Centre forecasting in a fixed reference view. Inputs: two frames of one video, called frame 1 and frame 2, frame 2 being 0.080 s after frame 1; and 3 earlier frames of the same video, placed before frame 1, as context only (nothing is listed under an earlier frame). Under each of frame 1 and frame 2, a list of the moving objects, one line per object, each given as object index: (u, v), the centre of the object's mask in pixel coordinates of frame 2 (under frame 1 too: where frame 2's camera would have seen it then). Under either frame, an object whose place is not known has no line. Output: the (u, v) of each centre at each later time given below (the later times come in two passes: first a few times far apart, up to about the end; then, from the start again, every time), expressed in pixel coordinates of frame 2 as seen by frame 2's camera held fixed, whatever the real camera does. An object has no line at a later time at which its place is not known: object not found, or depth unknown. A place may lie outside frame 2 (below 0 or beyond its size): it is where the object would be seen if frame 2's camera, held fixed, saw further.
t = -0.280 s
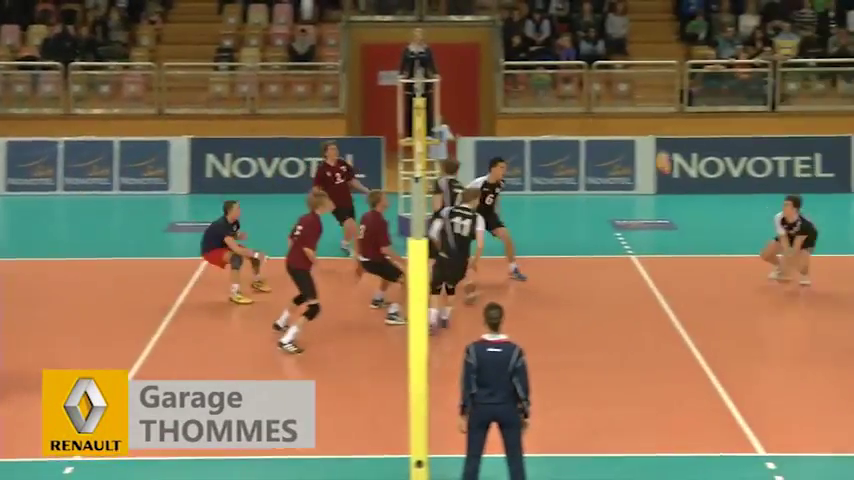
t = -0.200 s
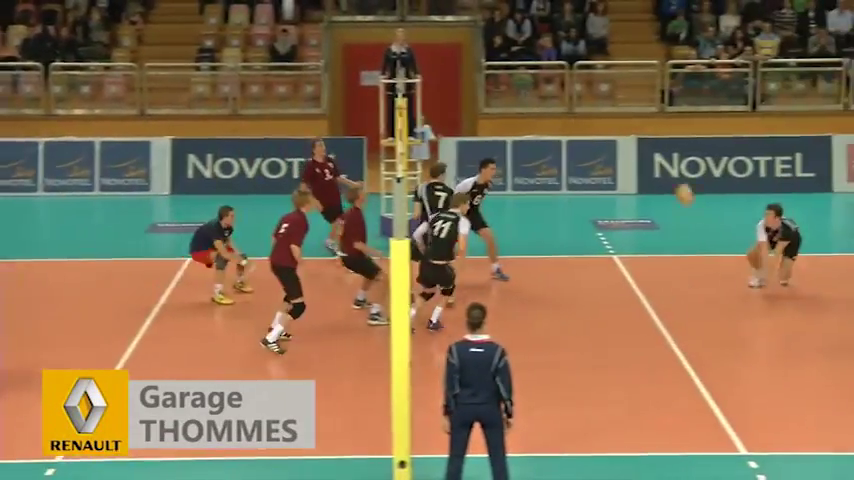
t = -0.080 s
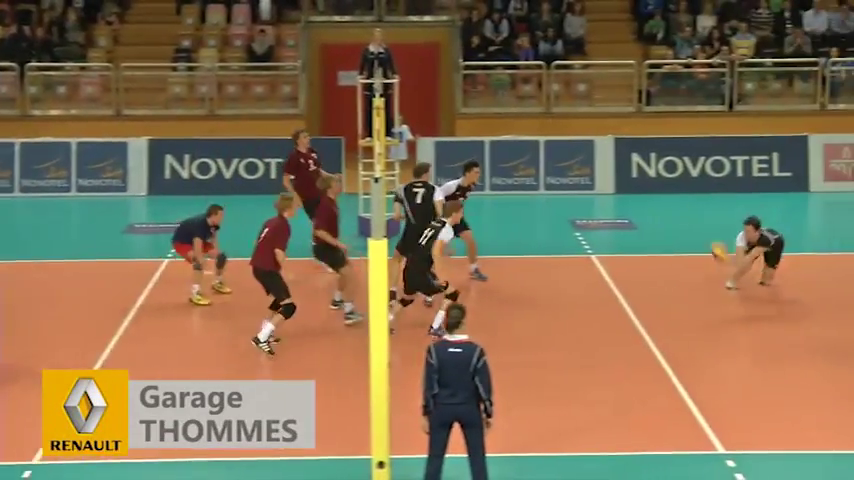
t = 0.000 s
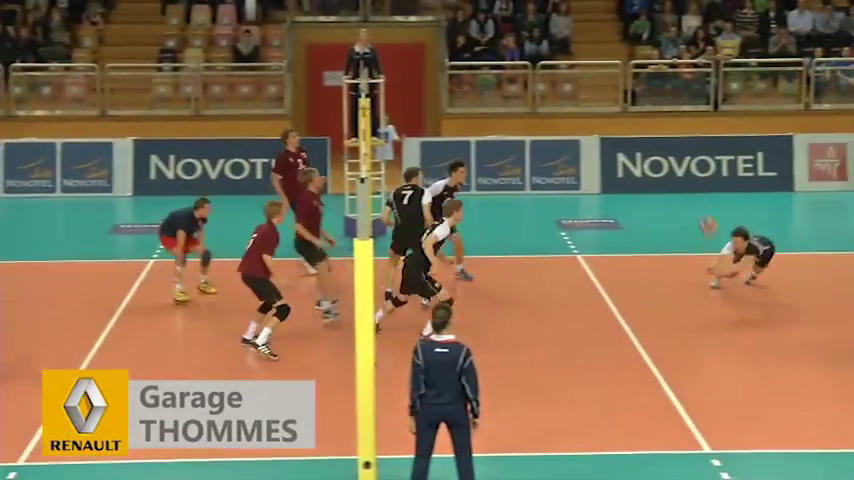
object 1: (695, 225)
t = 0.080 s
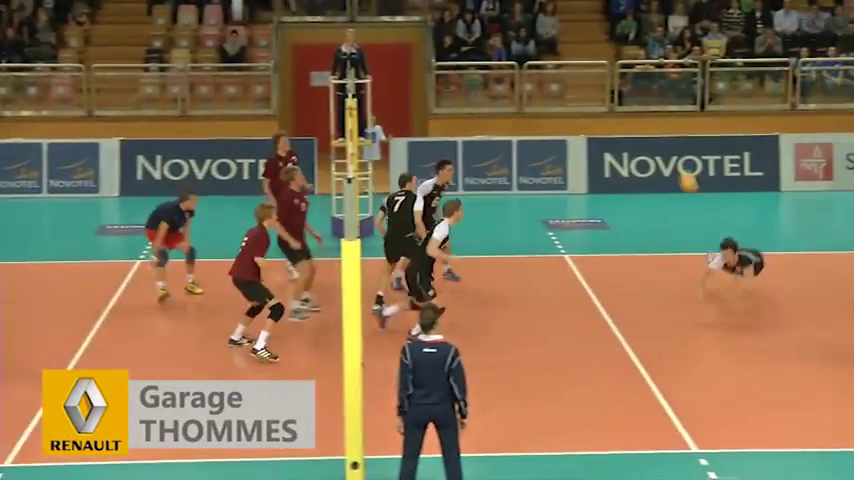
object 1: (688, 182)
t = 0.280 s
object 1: (672, 92)
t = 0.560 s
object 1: (644, 22)
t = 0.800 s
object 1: (620, 12)
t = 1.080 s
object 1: (590, 65)
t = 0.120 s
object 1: (685, 162)
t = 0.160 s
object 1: (682, 144)
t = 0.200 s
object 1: (678, 125)
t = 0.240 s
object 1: (674, 108)
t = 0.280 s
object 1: (672, 92)
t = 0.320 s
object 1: (667, 81)
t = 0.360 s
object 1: (664, 68)
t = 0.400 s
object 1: (659, 55)
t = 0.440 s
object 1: (658, 44)
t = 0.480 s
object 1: (652, 37)
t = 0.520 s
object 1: (648, 28)
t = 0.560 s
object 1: (644, 22)
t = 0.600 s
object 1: (641, 17)
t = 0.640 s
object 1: (636, 14)
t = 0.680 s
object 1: (633, 11)
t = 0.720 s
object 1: (628, 10)
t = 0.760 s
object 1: (624, 11)
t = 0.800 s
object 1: (620, 12)
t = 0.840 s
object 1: (616, 15)
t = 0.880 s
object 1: (612, 20)
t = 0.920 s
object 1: (609, 26)
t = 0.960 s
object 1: (604, 33)
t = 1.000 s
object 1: (599, 41)
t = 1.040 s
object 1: (595, 51)
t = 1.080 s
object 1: (590, 65)
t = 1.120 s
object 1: (586, 78)
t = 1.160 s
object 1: (581, 91)
